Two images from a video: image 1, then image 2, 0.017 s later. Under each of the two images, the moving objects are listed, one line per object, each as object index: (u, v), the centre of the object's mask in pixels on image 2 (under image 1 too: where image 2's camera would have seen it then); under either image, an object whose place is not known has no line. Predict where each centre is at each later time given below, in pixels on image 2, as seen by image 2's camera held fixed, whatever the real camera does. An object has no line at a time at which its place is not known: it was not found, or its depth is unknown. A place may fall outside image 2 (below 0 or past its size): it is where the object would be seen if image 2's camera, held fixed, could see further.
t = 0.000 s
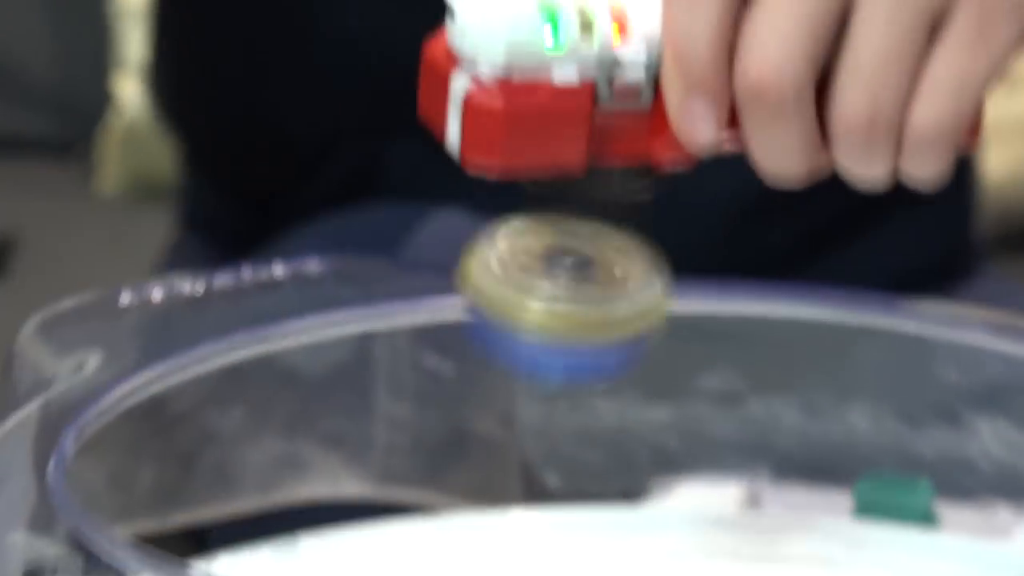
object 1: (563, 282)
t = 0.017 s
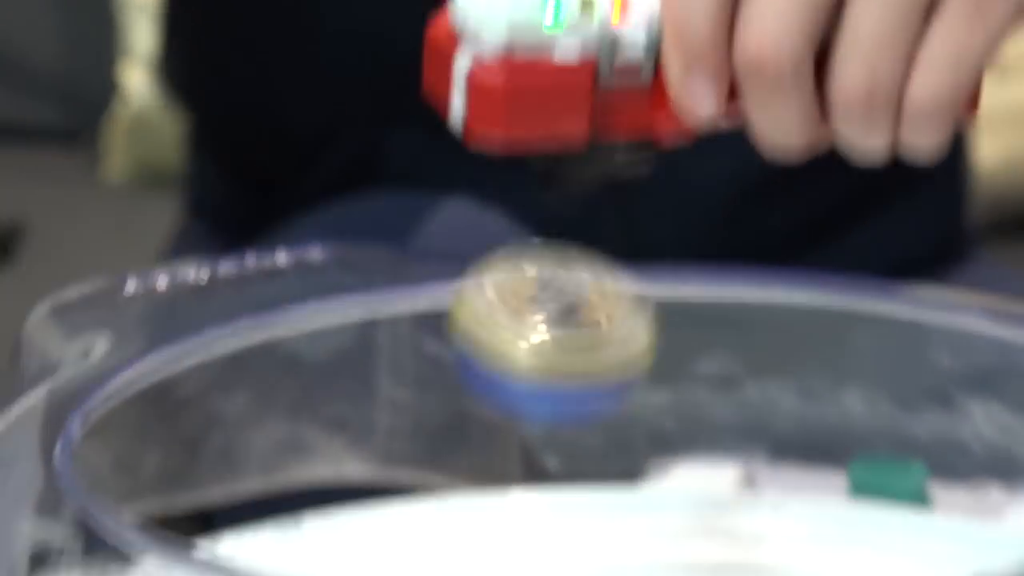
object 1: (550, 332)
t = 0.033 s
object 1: (541, 397)
